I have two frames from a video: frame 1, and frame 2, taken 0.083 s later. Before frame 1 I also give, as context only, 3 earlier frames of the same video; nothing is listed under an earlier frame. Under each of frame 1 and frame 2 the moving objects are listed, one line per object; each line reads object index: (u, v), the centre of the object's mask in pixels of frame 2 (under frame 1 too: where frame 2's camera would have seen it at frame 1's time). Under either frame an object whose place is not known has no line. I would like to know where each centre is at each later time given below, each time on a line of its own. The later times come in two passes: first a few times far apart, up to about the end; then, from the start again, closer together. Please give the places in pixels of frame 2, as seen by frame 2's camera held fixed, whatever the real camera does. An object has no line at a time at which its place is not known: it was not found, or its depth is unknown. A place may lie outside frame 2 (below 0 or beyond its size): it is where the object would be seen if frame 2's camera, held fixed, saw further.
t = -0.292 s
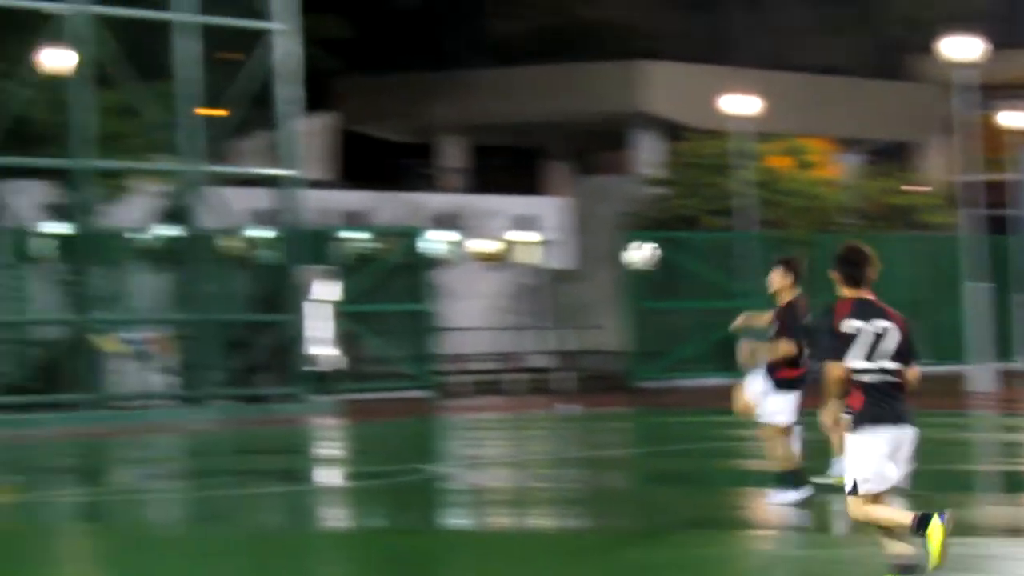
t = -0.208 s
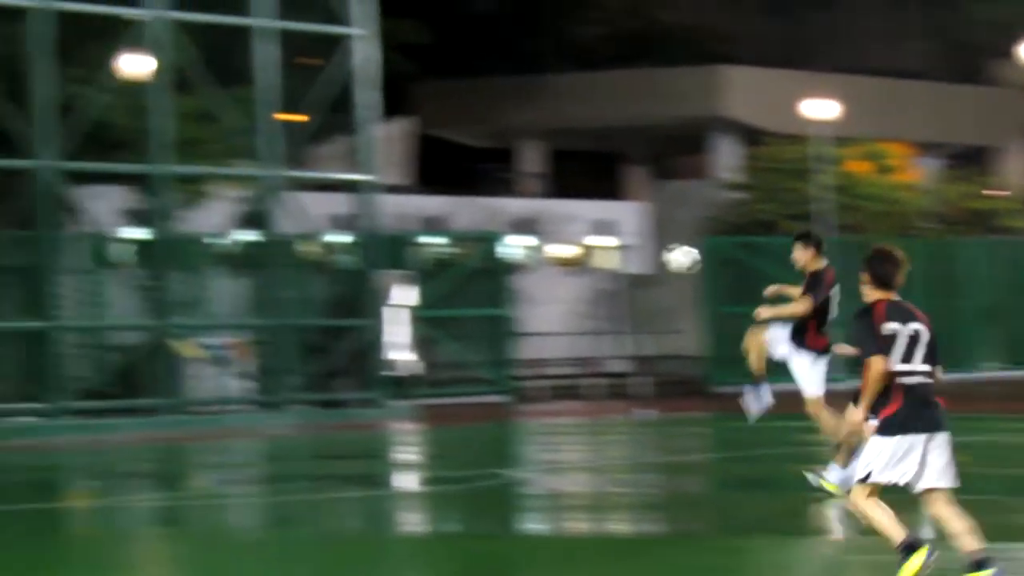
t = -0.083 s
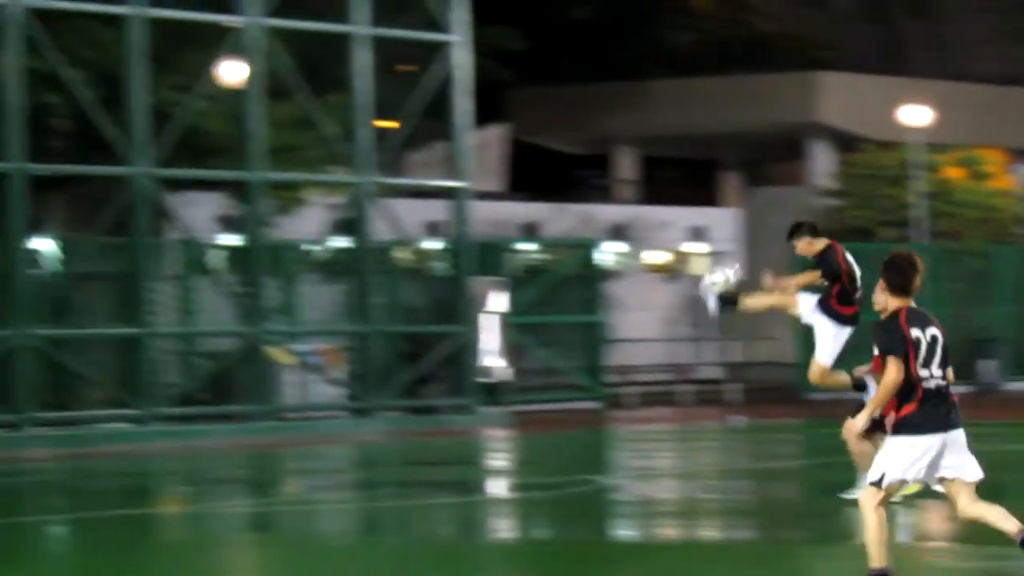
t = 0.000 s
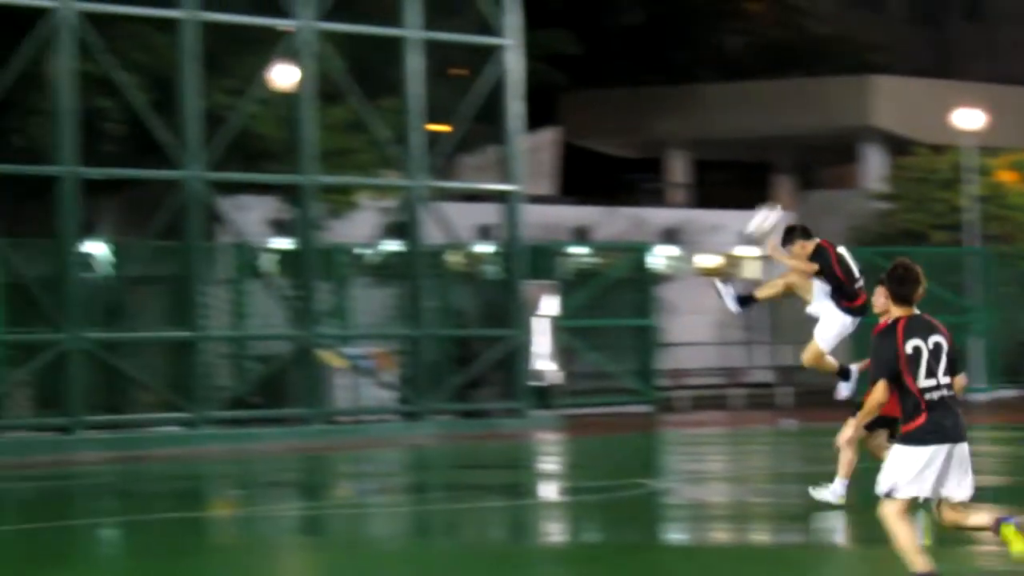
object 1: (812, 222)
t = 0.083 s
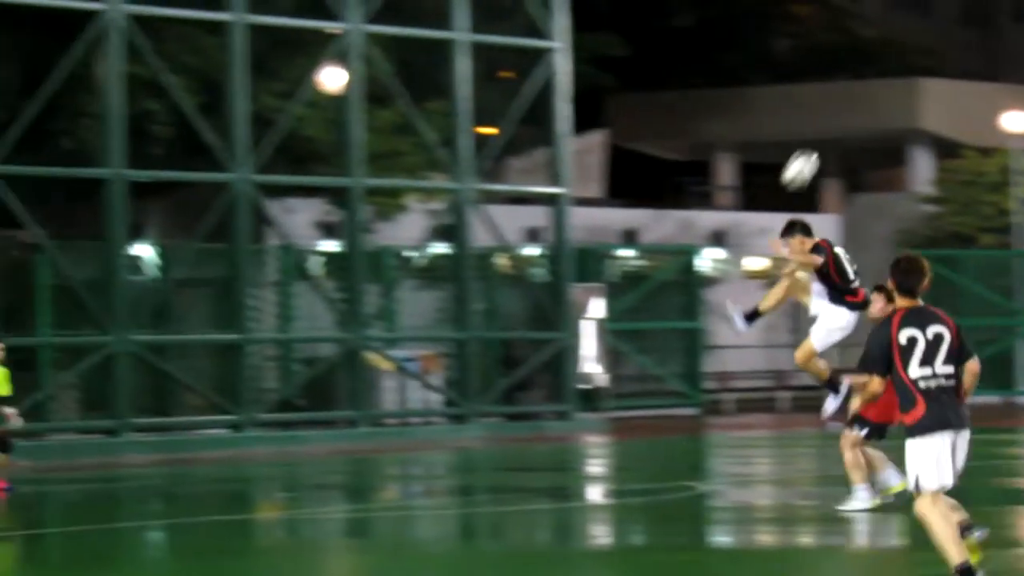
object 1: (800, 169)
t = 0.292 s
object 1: (778, 69)
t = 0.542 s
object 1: (757, 25)
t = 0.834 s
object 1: (729, 90)
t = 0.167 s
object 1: (792, 123)
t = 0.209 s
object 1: (787, 103)
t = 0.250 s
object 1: (783, 85)
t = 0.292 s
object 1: (778, 69)
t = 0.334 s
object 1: (775, 56)
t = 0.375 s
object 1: (772, 45)
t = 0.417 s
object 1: (768, 37)
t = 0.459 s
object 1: (764, 31)
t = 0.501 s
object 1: (760, 27)
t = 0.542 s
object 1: (757, 25)
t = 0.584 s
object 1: (754, 27)
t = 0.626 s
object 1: (750, 30)
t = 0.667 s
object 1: (746, 37)
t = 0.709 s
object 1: (744, 46)
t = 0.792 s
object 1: (733, 72)
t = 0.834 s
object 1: (729, 90)
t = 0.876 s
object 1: (726, 109)
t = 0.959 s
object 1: (715, 159)
